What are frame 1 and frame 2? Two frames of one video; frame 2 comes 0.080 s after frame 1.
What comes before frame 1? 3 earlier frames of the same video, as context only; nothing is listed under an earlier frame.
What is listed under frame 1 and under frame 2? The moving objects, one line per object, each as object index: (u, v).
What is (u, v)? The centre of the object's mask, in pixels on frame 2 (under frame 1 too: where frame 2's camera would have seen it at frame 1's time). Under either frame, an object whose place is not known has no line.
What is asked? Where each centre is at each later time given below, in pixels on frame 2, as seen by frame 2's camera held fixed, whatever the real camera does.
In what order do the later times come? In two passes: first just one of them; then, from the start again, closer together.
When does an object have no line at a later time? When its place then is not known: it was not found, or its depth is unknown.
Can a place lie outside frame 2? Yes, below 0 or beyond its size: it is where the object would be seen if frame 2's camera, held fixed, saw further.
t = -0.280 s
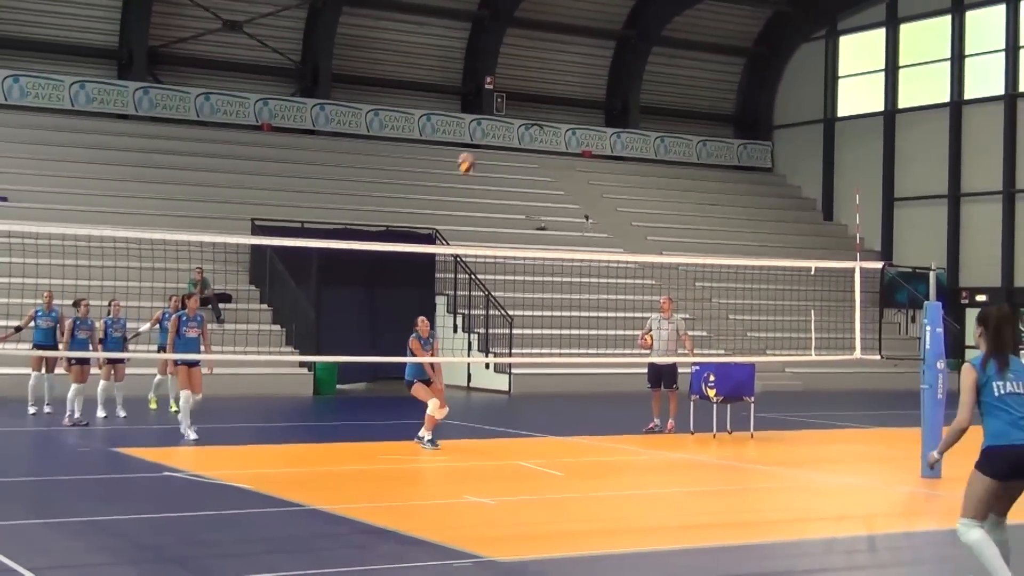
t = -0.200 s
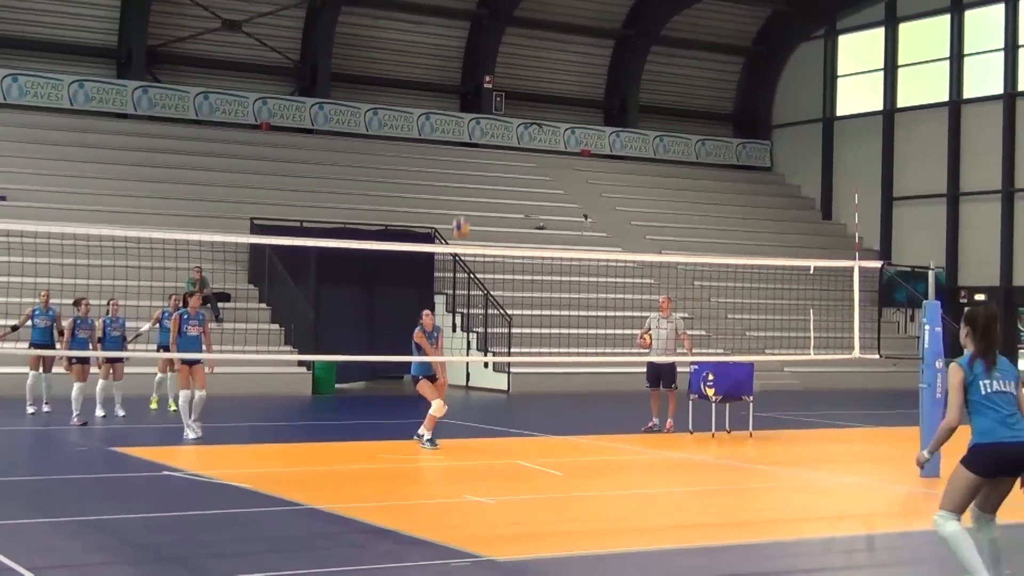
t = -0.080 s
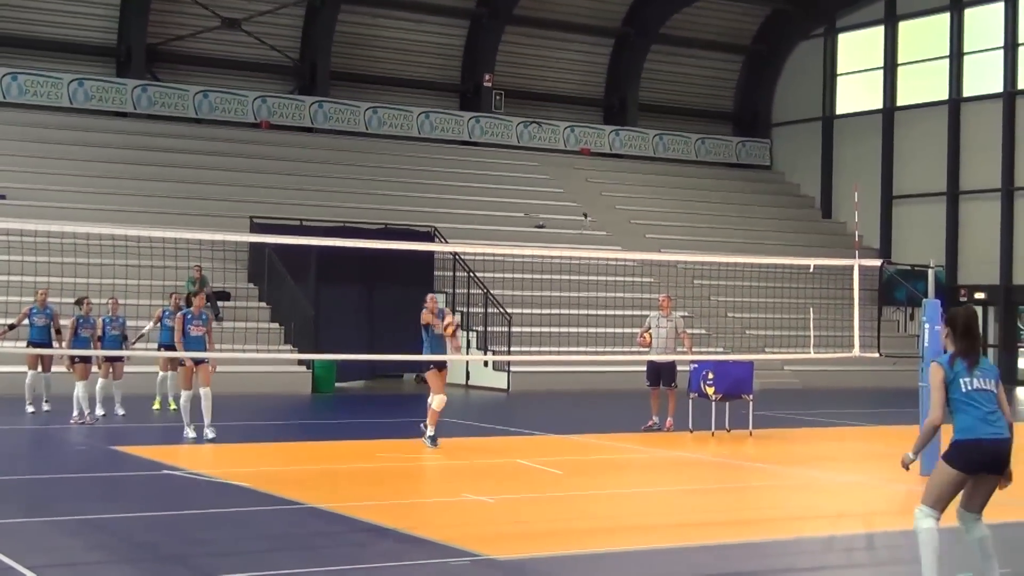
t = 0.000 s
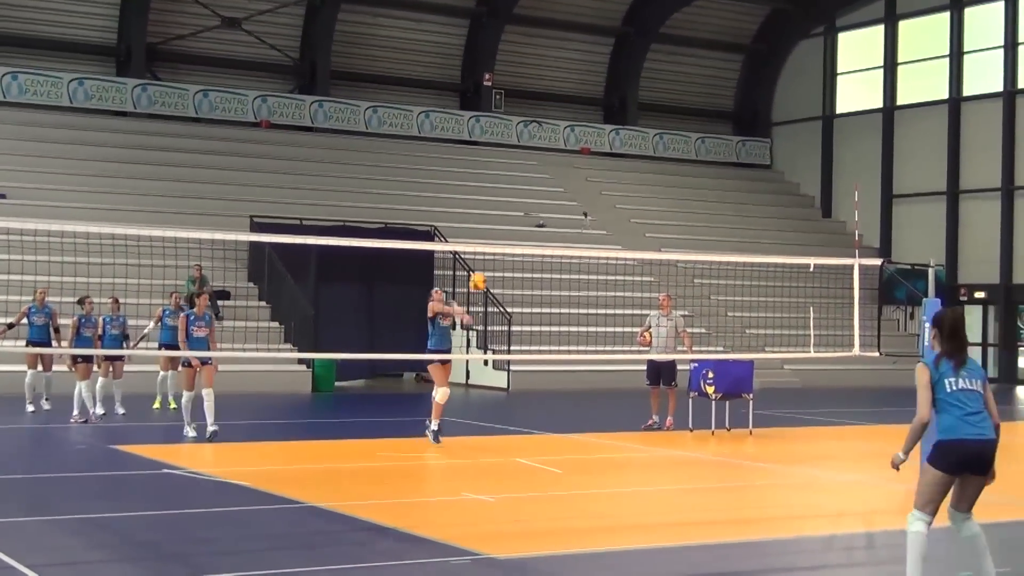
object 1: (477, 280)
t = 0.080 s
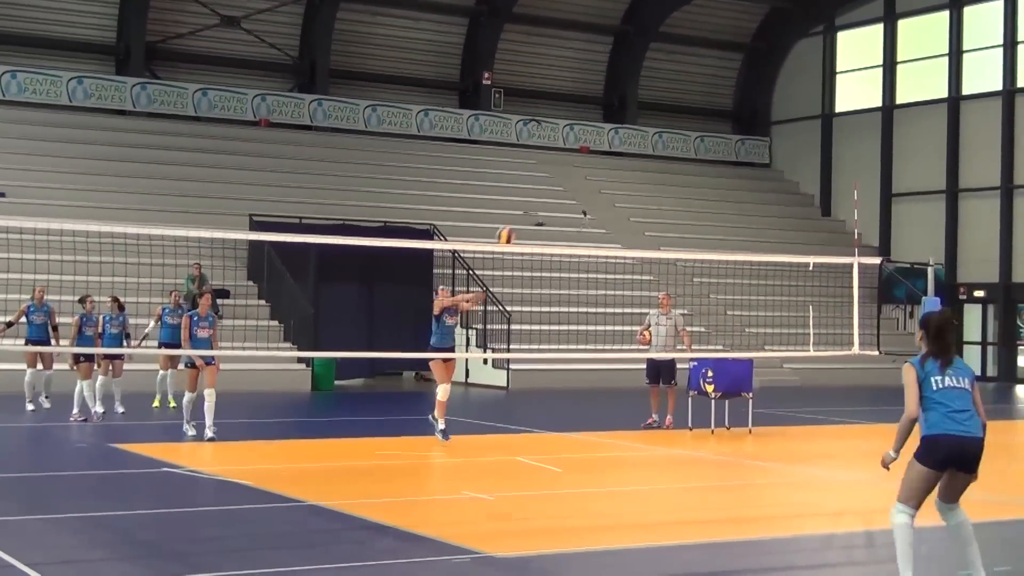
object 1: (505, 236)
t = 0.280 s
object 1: (584, 140)
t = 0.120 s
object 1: (520, 215)
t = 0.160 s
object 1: (536, 194)
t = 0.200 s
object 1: (552, 175)
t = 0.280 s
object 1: (584, 140)
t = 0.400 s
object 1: (638, 96)
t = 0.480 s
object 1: (674, 74)
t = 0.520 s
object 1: (695, 65)
